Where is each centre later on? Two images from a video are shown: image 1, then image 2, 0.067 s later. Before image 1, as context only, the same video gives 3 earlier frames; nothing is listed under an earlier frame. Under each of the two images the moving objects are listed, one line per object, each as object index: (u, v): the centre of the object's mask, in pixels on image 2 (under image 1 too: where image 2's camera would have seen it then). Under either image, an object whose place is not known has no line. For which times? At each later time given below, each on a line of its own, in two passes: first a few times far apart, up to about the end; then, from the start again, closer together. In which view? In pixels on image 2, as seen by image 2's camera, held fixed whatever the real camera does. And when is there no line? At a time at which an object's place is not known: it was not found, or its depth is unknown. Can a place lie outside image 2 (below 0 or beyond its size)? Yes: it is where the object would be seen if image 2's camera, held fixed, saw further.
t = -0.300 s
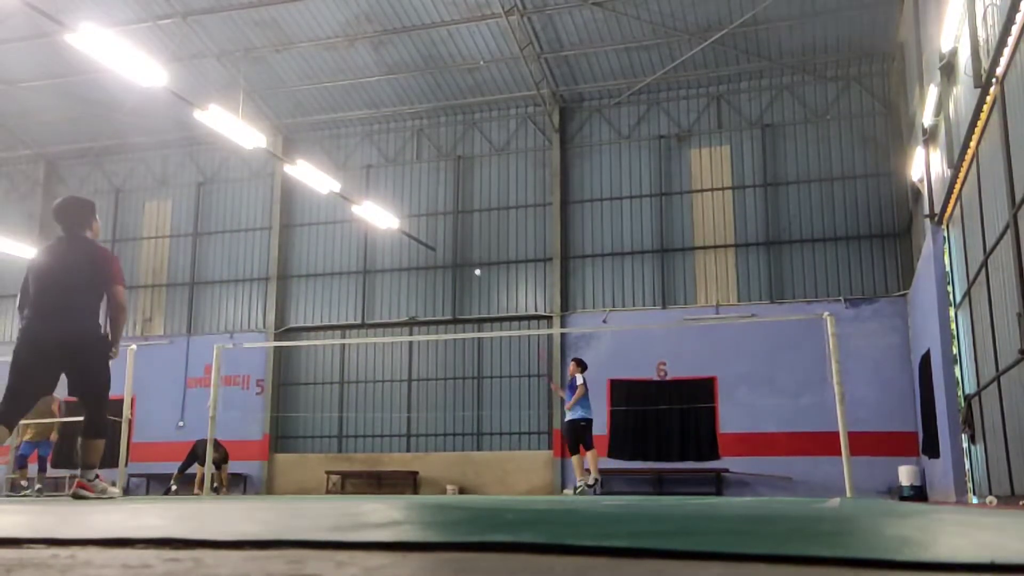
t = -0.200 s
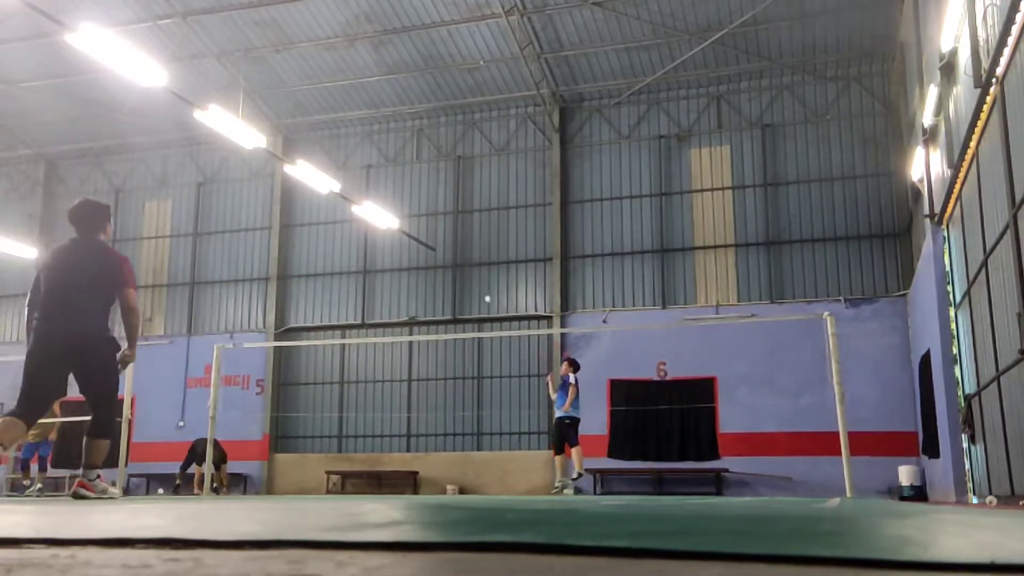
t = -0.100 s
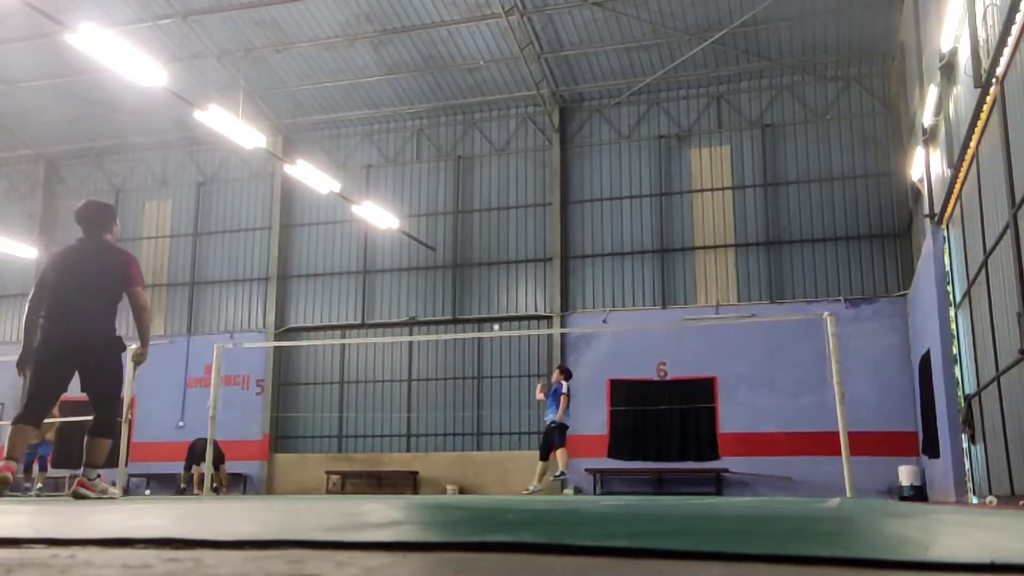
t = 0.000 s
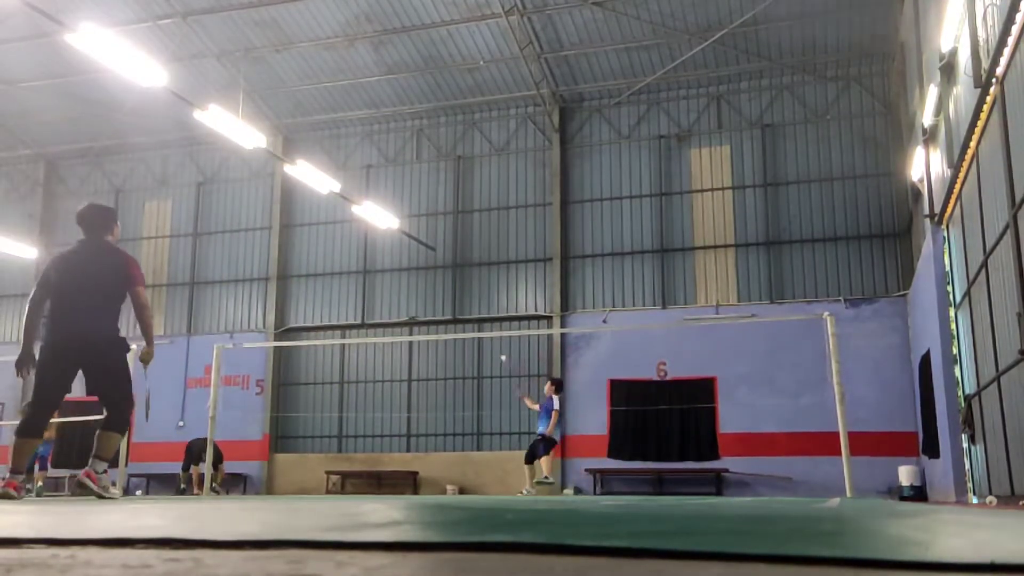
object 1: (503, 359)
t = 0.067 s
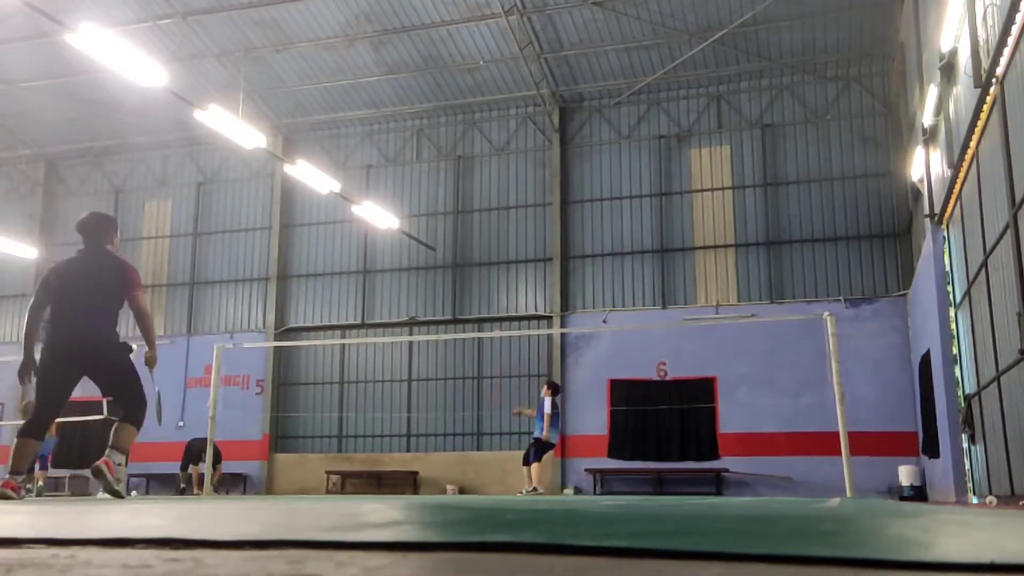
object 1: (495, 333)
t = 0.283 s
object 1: (468, 272)
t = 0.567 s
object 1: (434, 257)
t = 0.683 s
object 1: (417, 275)
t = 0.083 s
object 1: (495, 326)
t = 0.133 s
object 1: (486, 309)
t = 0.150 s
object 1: (484, 303)
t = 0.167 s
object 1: (482, 298)
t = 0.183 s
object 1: (480, 294)
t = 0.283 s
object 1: (468, 272)
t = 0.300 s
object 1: (466, 269)
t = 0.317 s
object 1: (465, 266)
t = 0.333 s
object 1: (463, 263)
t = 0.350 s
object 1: (461, 261)
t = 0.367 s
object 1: (459, 260)
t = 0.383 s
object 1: (457, 258)
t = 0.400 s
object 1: (455, 257)
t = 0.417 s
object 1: (453, 255)
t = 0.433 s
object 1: (450, 254)
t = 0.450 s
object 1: (449, 254)
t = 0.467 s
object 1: (448, 254)
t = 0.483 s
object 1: (445, 253)
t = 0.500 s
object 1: (443, 253)
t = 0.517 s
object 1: (440, 254)
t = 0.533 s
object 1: (438, 254)
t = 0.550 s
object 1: (436, 256)
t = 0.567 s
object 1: (434, 257)
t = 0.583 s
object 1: (432, 258)
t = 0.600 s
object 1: (430, 260)
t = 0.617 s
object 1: (427, 263)
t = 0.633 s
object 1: (425, 265)
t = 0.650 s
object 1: (422, 268)
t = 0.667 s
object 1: (420, 271)
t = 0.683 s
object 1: (417, 275)
